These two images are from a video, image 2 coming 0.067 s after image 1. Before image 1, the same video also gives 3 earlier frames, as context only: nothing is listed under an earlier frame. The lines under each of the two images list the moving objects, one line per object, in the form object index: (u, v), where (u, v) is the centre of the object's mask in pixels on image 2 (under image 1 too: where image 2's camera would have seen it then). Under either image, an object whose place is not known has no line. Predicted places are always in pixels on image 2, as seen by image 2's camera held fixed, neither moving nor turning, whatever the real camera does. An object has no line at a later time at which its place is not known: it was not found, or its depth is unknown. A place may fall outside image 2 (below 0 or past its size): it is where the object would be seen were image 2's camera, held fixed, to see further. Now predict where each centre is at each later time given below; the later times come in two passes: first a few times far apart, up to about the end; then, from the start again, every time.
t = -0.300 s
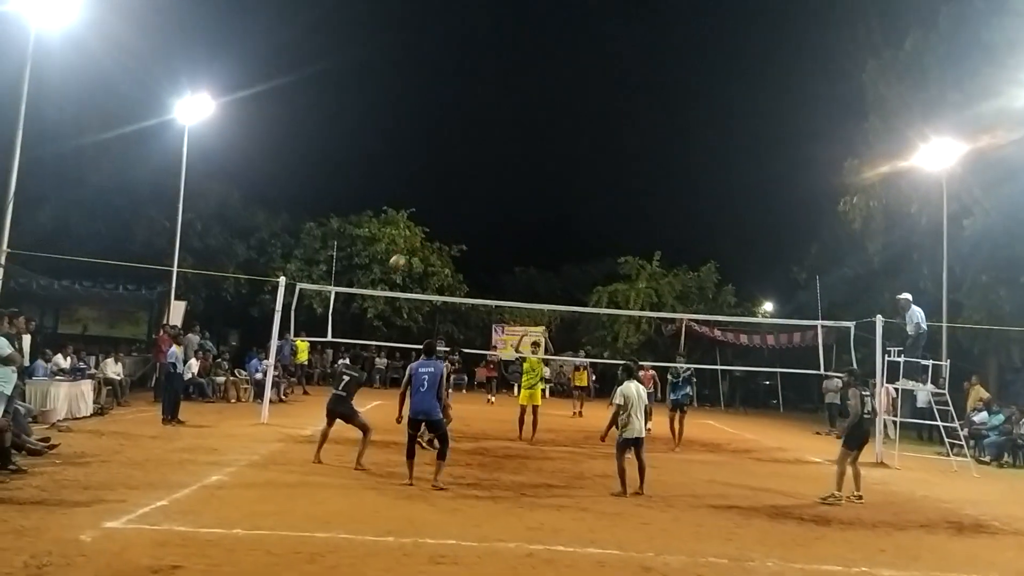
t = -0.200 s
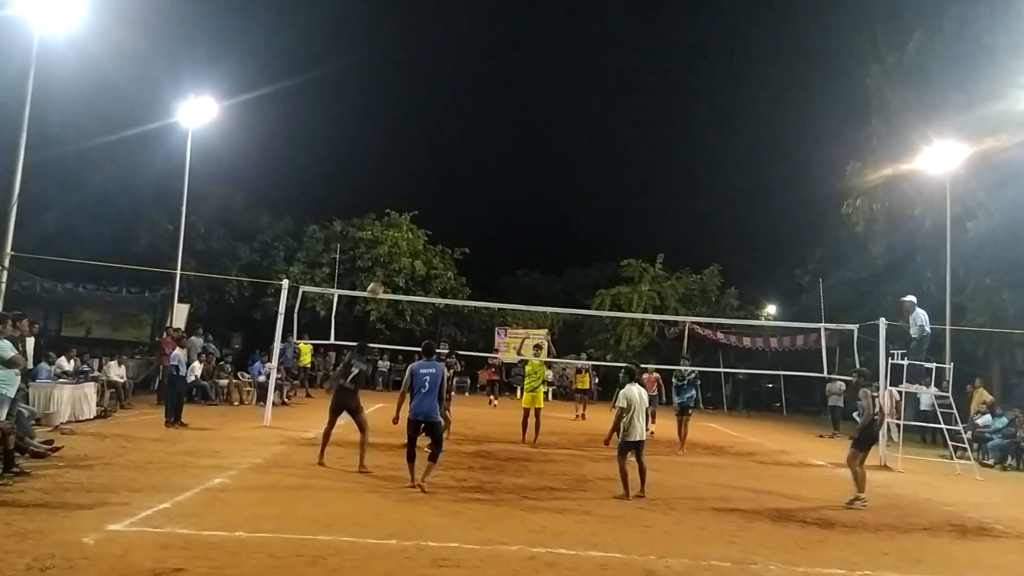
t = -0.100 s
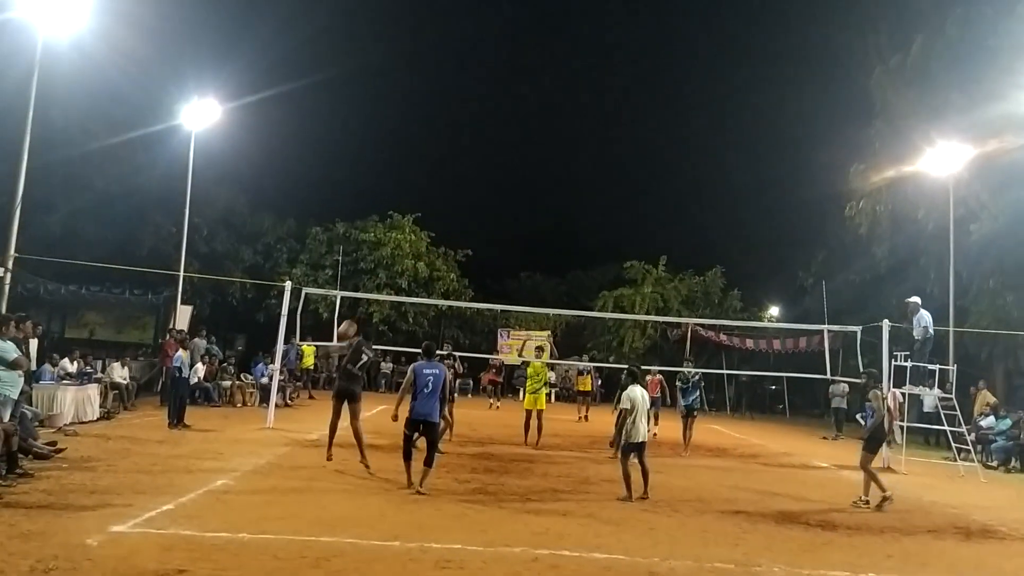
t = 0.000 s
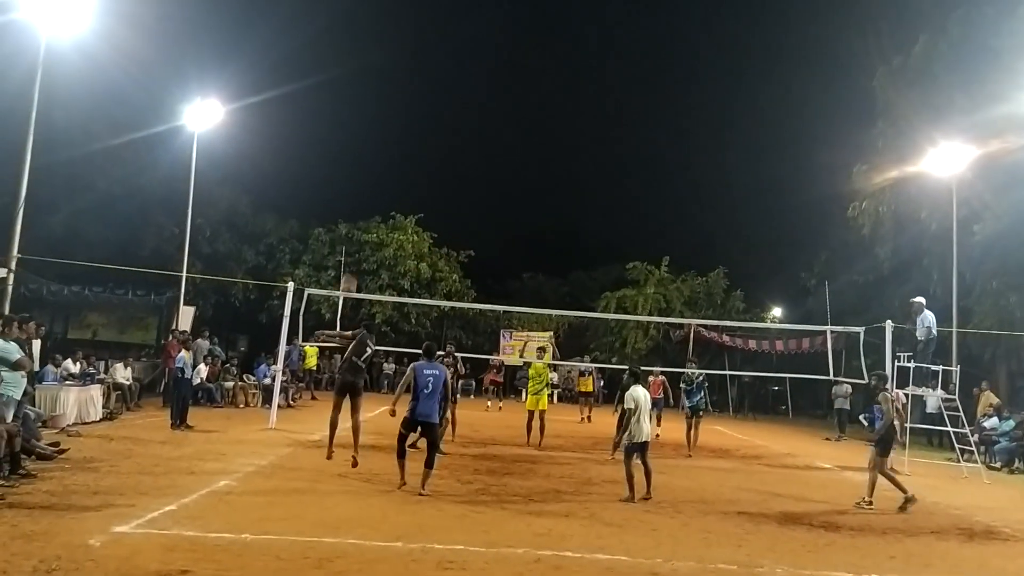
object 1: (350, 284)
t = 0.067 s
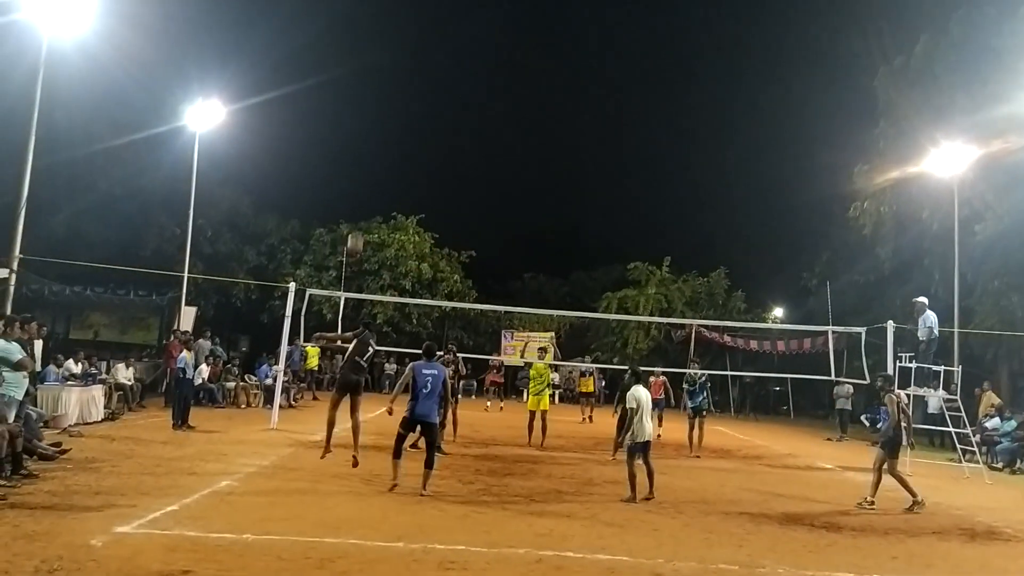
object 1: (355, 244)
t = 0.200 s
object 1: (363, 172)
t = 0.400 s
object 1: (373, 94)
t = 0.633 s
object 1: (380, 44)
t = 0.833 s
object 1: (383, 29)
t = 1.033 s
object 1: (384, 40)
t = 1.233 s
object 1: (383, 74)
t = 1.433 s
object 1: (381, 130)
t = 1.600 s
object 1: (377, 192)
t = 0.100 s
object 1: (357, 224)
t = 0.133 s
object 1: (359, 207)
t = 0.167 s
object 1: (361, 189)
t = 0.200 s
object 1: (363, 172)
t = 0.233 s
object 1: (365, 158)
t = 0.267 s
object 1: (367, 144)
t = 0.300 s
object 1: (368, 130)
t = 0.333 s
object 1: (370, 118)
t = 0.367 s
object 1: (371, 107)
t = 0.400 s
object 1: (373, 94)
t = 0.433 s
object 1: (374, 86)
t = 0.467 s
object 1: (375, 77)
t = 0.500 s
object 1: (376, 69)
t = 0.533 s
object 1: (378, 61)
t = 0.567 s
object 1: (378, 55)
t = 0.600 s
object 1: (379, 49)
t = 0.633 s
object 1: (380, 44)
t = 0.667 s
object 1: (381, 40)
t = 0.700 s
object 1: (381, 37)
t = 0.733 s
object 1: (382, 34)
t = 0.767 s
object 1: (382, 31)
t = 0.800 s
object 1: (383, 30)
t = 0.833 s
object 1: (383, 29)
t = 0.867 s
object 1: (383, 29)
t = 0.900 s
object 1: (383, 30)
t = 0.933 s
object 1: (384, 32)
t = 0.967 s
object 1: (384, 34)
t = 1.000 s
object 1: (384, 37)
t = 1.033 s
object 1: (384, 40)
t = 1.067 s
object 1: (384, 44)
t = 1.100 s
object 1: (384, 49)
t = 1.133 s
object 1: (384, 54)
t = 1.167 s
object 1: (384, 60)
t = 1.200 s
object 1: (384, 67)
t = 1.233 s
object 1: (383, 74)
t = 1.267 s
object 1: (383, 82)
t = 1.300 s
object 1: (382, 91)
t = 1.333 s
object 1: (382, 99)
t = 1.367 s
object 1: (382, 109)
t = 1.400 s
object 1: (381, 120)
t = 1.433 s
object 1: (381, 130)
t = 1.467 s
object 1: (380, 141)
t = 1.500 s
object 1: (379, 153)
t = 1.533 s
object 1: (378, 165)
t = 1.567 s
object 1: (378, 179)
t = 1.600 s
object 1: (377, 192)
